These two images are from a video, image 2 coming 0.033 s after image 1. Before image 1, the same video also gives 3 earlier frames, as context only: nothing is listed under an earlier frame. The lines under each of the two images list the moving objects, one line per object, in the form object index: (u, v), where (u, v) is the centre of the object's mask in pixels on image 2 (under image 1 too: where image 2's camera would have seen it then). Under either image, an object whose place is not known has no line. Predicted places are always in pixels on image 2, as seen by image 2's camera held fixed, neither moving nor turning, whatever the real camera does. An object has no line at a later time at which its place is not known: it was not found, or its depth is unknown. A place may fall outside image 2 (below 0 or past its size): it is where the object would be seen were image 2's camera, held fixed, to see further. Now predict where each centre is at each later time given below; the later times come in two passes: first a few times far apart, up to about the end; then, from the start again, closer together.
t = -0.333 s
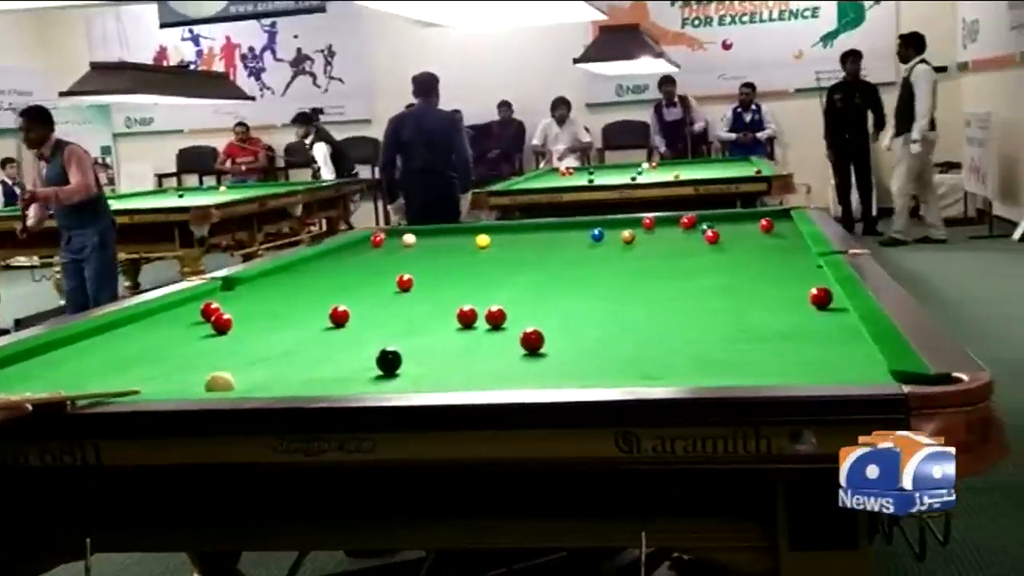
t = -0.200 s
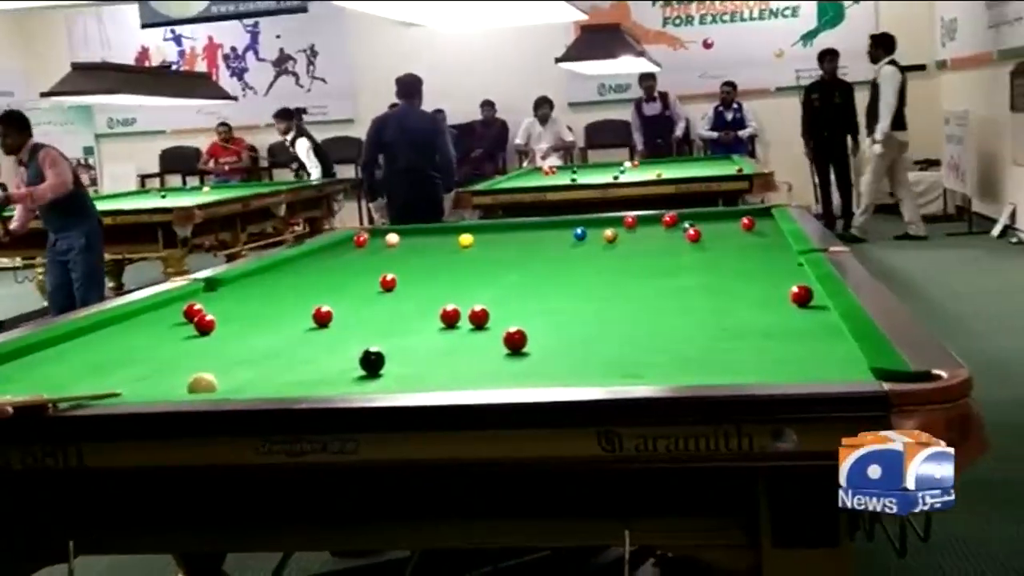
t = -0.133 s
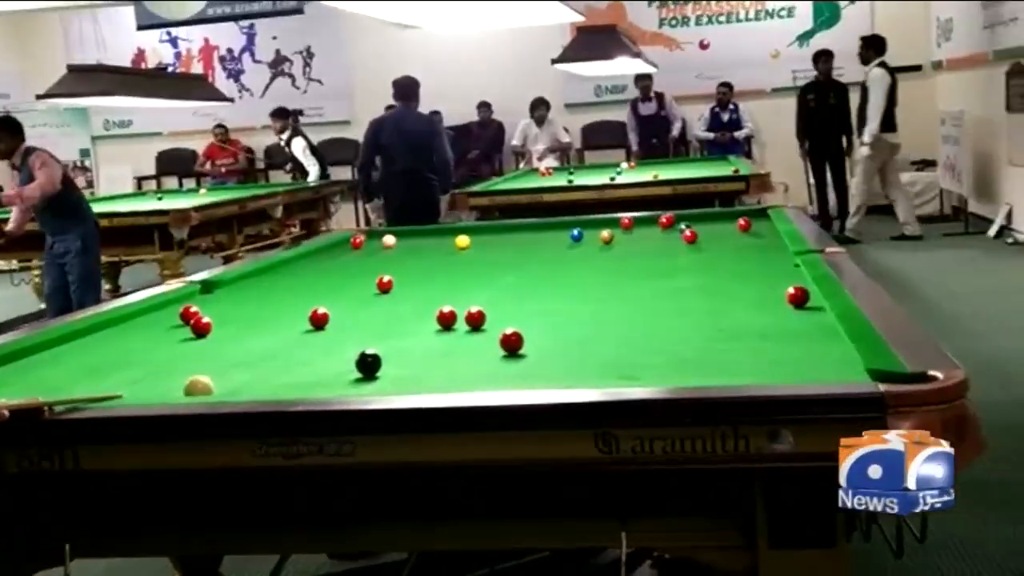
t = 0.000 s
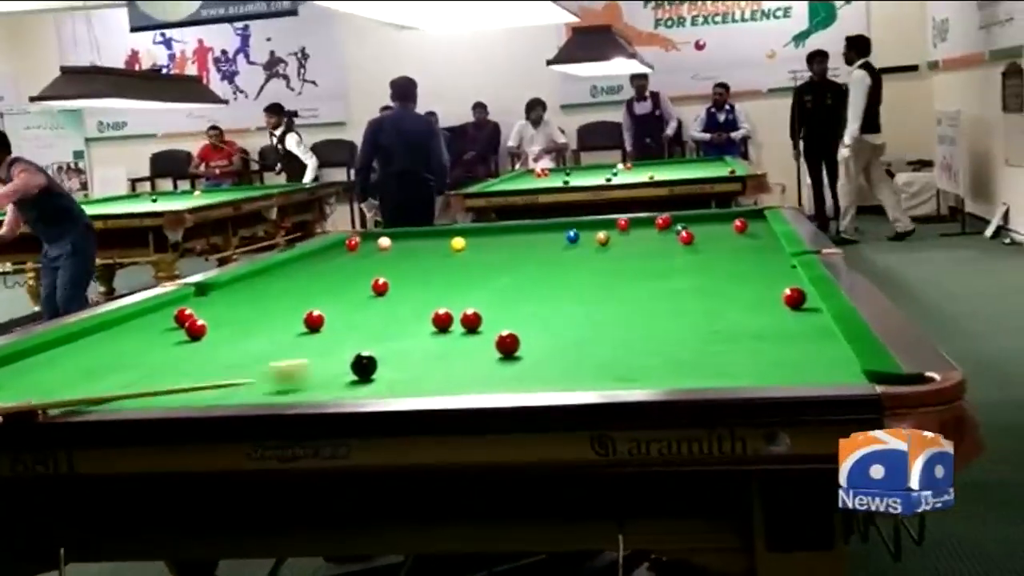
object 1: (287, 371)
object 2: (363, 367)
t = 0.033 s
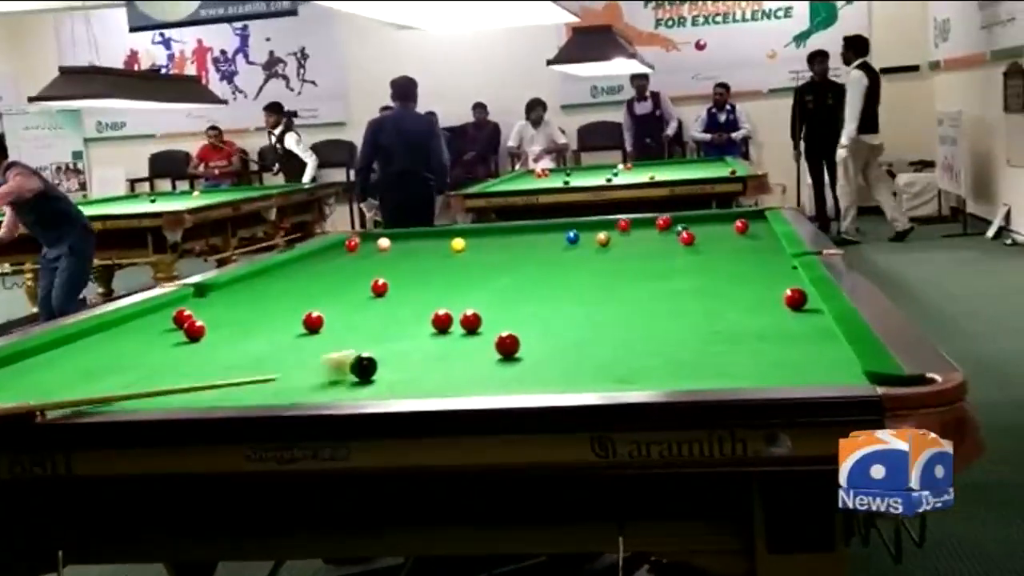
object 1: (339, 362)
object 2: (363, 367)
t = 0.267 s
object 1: (540, 309)
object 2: (476, 369)
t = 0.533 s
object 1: (698, 267)
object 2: (596, 371)
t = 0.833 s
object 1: (735, 239)
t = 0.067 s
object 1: (374, 350)
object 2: (381, 367)
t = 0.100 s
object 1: (407, 343)
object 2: (399, 367)
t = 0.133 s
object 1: (437, 338)
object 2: (416, 368)
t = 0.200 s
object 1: (489, 322)
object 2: (447, 369)
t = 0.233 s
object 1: (515, 314)
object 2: (461, 369)
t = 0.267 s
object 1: (540, 309)
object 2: (476, 369)
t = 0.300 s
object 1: (563, 303)
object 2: (490, 369)
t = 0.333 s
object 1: (584, 297)
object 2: (505, 369)
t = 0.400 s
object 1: (626, 286)
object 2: (534, 370)
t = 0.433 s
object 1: (645, 280)
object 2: (550, 371)
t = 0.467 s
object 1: (663, 276)
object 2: (565, 371)
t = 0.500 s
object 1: (681, 271)
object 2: (581, 371)
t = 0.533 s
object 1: (698, 267)
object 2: (596, 371)
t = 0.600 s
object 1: (730, 259)
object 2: (627, 372)
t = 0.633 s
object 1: (744, 255)
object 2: (643, 372)
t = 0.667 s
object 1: (759, 251)
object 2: (659, 372)
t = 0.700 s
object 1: (773, 247)
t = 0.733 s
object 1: (770, 244)
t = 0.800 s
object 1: (746, 241)
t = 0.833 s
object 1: (735, 239)
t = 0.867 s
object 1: (726, 238)
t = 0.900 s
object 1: (718, 237)
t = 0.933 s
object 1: (710, 235)
